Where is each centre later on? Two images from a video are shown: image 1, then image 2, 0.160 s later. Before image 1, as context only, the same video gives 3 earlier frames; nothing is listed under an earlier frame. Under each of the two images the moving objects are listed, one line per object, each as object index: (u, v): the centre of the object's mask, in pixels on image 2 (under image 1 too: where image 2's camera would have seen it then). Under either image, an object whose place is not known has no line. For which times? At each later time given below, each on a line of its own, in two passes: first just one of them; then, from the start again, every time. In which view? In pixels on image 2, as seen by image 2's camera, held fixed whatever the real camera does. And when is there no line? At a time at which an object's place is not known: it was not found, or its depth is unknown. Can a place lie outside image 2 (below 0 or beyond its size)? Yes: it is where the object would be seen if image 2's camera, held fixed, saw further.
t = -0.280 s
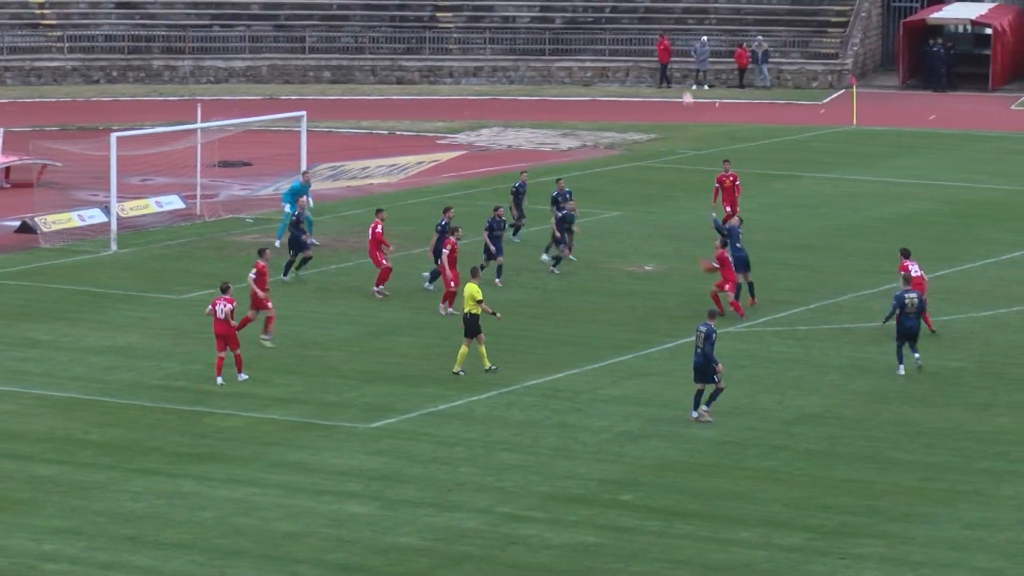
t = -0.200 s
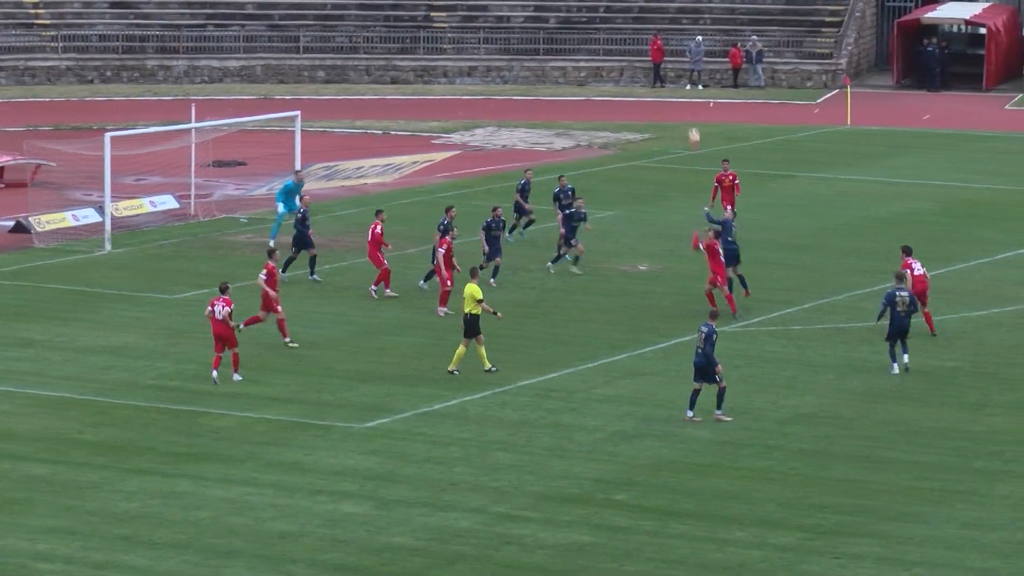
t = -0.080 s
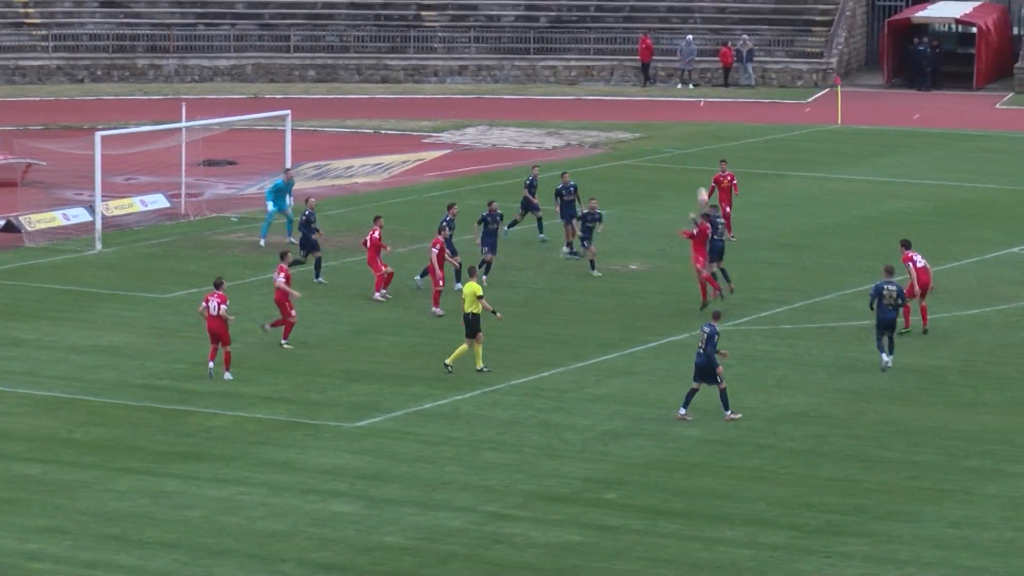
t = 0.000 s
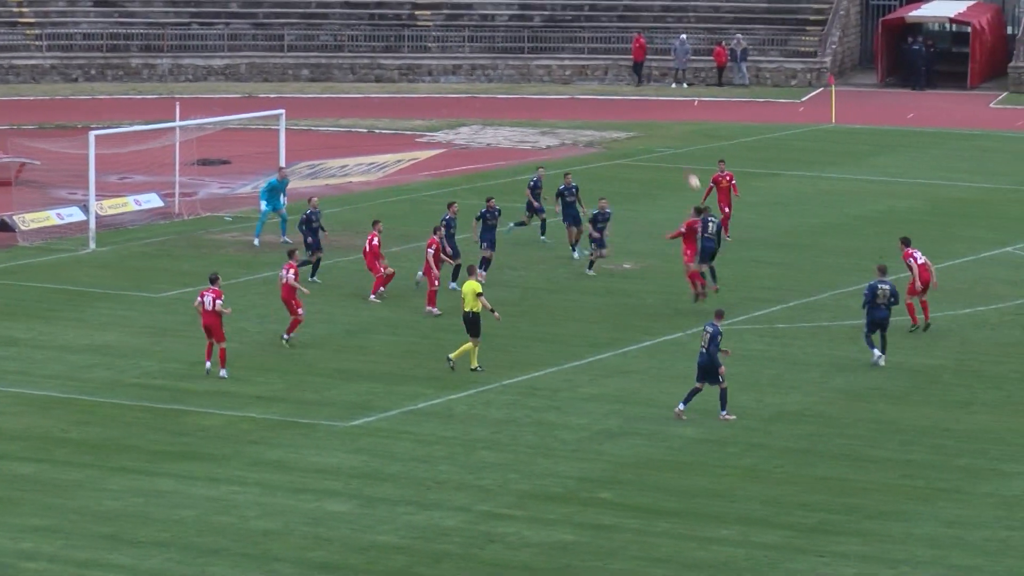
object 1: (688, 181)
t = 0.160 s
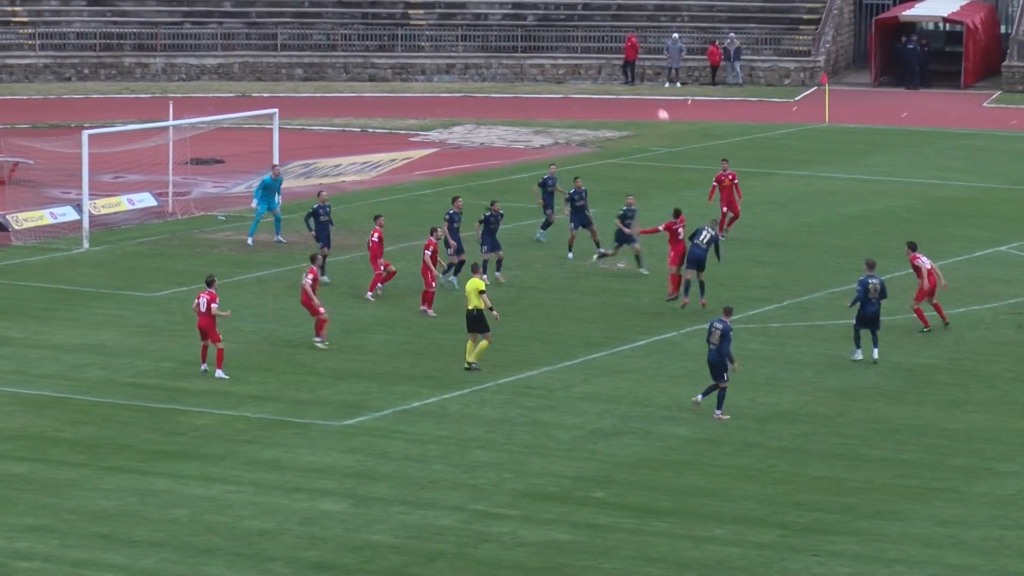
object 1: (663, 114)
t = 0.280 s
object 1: (644, 75)
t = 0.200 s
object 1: (656, 101)
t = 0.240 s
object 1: (650, 87)
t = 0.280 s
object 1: (644, 75)
